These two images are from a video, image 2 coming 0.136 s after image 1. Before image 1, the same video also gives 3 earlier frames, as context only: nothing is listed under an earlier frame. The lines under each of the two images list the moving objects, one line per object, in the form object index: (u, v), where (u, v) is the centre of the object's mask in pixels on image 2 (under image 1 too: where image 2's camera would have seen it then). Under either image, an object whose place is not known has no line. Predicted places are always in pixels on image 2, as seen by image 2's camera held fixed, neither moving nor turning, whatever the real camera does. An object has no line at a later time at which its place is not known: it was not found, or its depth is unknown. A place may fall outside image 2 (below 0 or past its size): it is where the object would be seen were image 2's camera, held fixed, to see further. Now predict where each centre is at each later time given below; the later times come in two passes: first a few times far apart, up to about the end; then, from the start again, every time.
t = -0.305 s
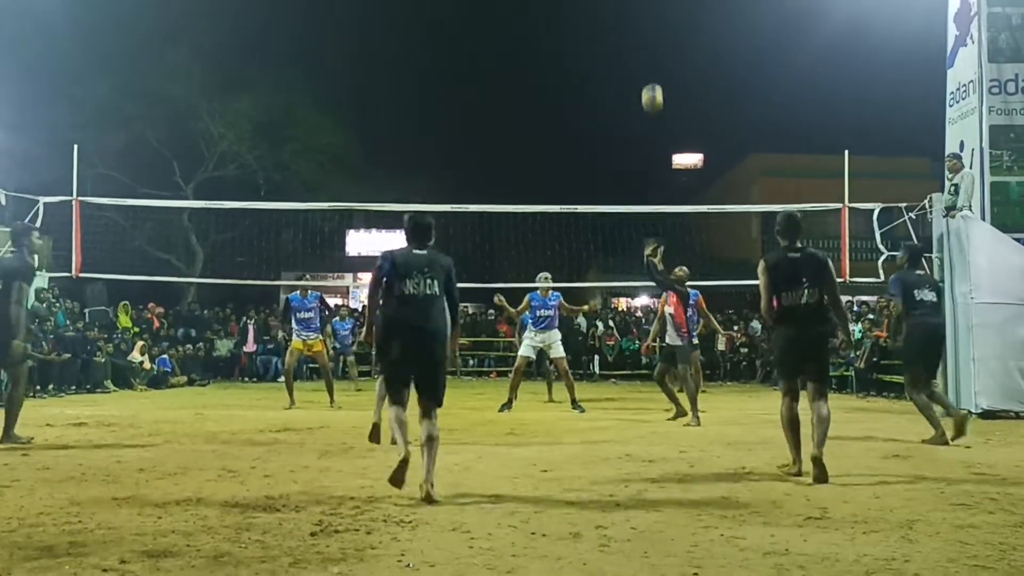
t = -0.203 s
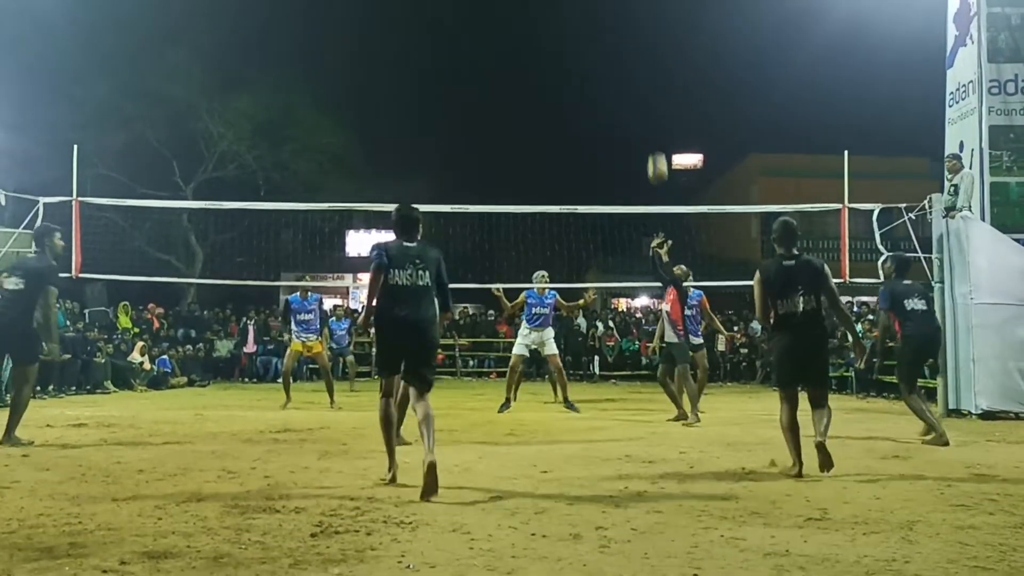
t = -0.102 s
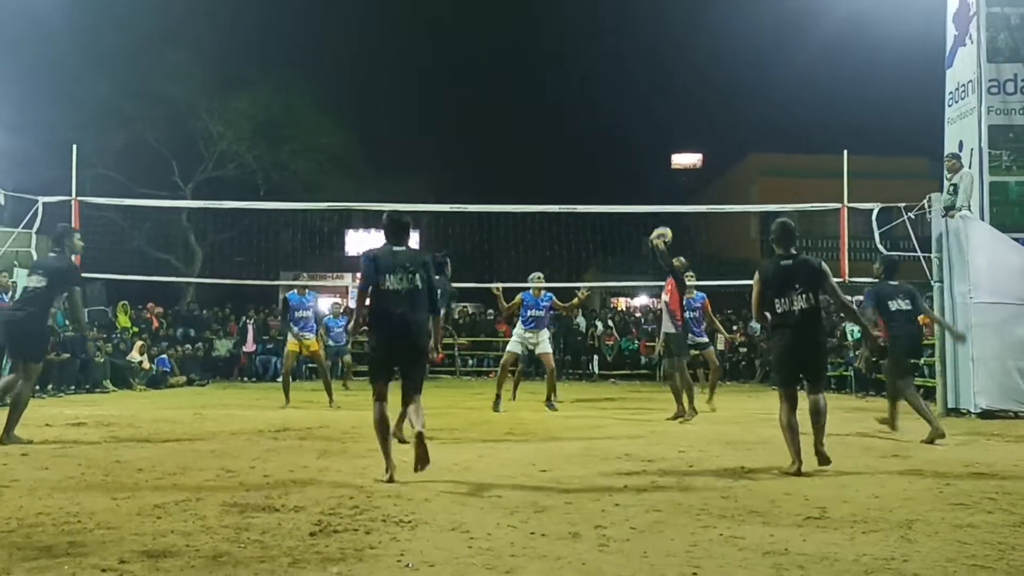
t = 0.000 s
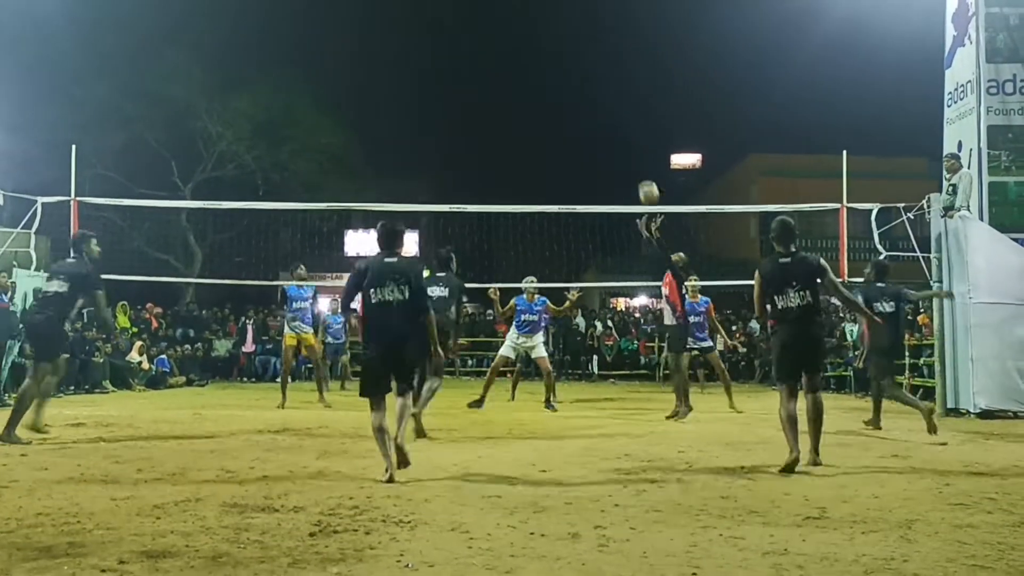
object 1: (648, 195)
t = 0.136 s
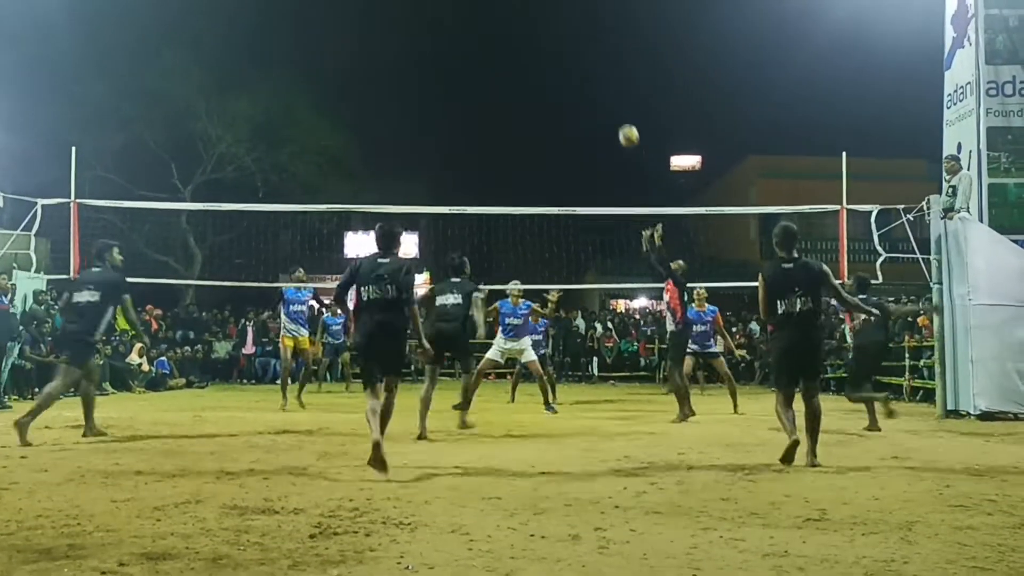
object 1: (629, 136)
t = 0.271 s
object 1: (609, 95)
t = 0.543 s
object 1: (571, 63)
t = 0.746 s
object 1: (543, 81)
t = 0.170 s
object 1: (624, 124)
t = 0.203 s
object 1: (619, 114)
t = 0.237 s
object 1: (614, 104)
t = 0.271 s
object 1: (609, 95)
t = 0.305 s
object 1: (604, 87)
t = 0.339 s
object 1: (599, 81)
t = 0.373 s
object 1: (595, 76)
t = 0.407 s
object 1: (590, 71)
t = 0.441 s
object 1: (585, 67)
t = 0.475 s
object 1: (580, 65)
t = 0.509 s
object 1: (576, 64)
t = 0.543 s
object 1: (571, 63)
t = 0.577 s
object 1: (566, 64)
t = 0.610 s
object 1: (562, 65)
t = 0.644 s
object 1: (557, 68)
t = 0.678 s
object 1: (553, 71)
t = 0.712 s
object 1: (548, 76)
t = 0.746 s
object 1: (543, 81)
